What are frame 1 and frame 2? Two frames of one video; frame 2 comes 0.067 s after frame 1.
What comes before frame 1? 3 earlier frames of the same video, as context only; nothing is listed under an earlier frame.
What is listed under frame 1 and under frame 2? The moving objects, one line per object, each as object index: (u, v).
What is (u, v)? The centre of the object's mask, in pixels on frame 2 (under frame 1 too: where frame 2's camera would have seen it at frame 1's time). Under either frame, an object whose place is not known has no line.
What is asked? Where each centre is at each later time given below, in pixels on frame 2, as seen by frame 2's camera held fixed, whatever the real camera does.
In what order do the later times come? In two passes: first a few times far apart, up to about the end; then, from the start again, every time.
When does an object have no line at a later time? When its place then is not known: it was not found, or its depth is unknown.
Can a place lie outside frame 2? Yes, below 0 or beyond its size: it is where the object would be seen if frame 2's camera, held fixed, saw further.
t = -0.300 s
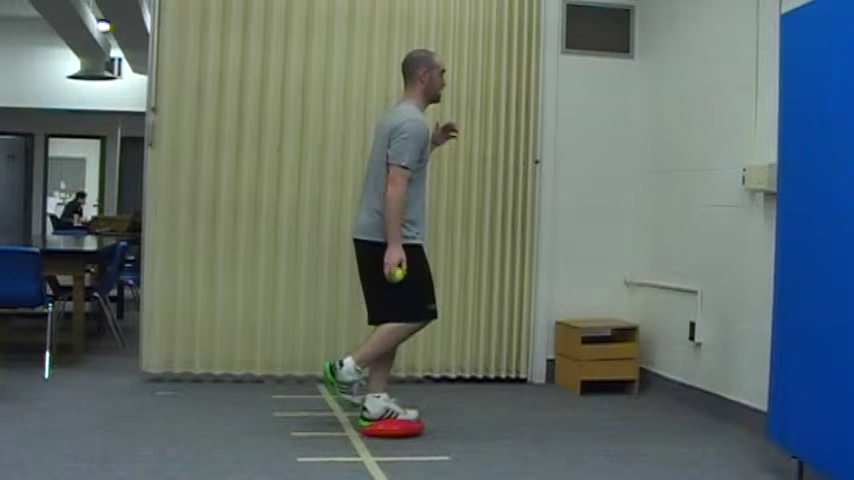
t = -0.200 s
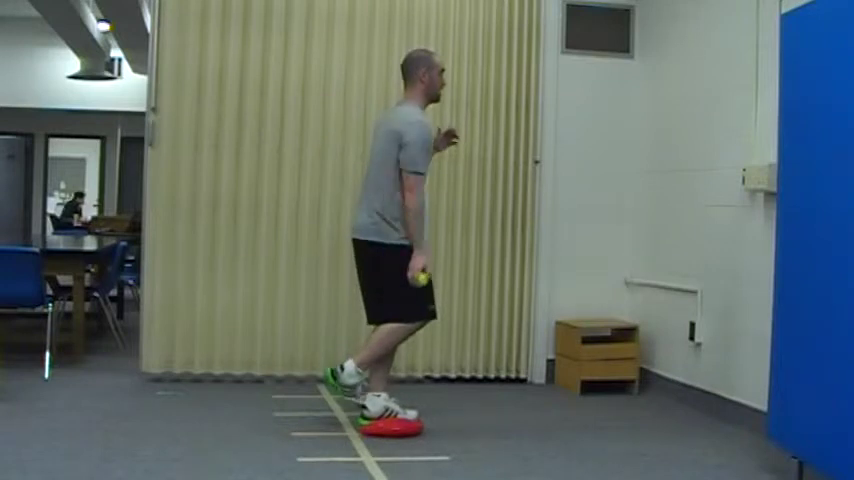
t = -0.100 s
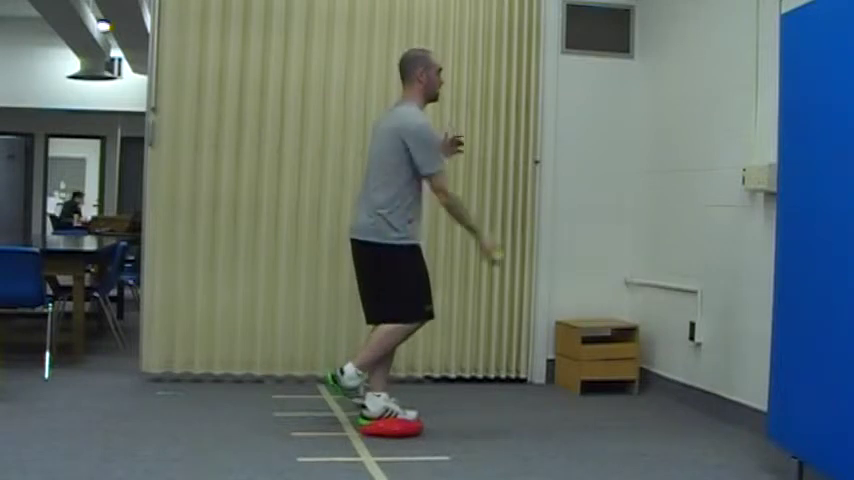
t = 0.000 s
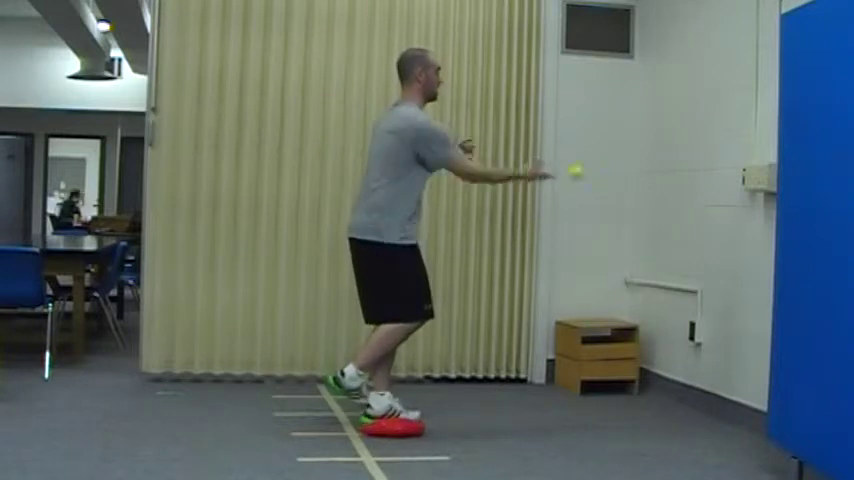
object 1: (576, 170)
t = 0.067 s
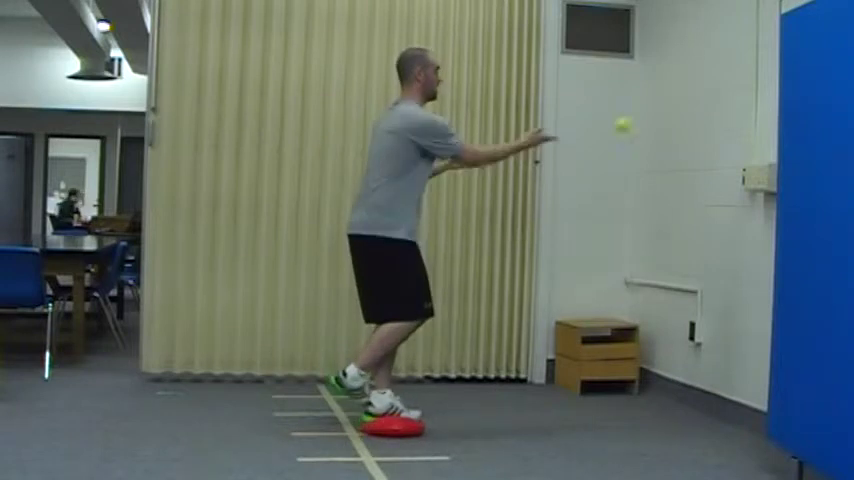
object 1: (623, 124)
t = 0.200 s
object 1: (709, 60)
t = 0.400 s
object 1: (643, 30)
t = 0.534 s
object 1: (566, 51)
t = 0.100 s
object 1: (645, 104)
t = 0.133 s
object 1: (665, 87)
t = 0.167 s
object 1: (687, 72)
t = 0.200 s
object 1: (709, 60)
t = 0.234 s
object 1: (729, 53)
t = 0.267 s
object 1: (715, 43)
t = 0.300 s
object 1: (697, 38)
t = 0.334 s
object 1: (679, 33)
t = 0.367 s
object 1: (660, 31)
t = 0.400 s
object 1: (643, 30)
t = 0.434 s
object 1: (623, 33)
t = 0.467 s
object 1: (604, 38)
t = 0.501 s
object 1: (585, 43)
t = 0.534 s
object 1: (566, 51)
